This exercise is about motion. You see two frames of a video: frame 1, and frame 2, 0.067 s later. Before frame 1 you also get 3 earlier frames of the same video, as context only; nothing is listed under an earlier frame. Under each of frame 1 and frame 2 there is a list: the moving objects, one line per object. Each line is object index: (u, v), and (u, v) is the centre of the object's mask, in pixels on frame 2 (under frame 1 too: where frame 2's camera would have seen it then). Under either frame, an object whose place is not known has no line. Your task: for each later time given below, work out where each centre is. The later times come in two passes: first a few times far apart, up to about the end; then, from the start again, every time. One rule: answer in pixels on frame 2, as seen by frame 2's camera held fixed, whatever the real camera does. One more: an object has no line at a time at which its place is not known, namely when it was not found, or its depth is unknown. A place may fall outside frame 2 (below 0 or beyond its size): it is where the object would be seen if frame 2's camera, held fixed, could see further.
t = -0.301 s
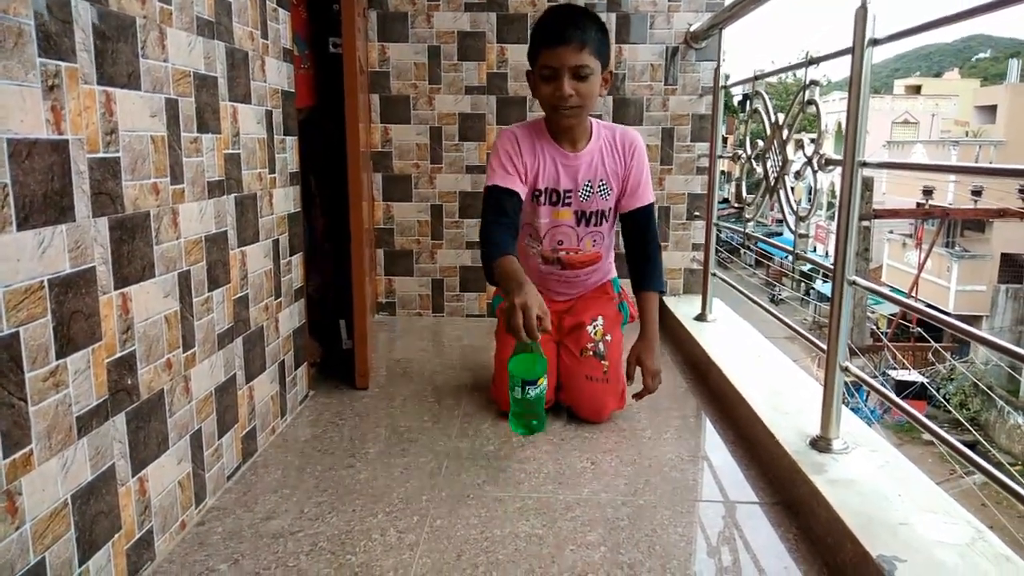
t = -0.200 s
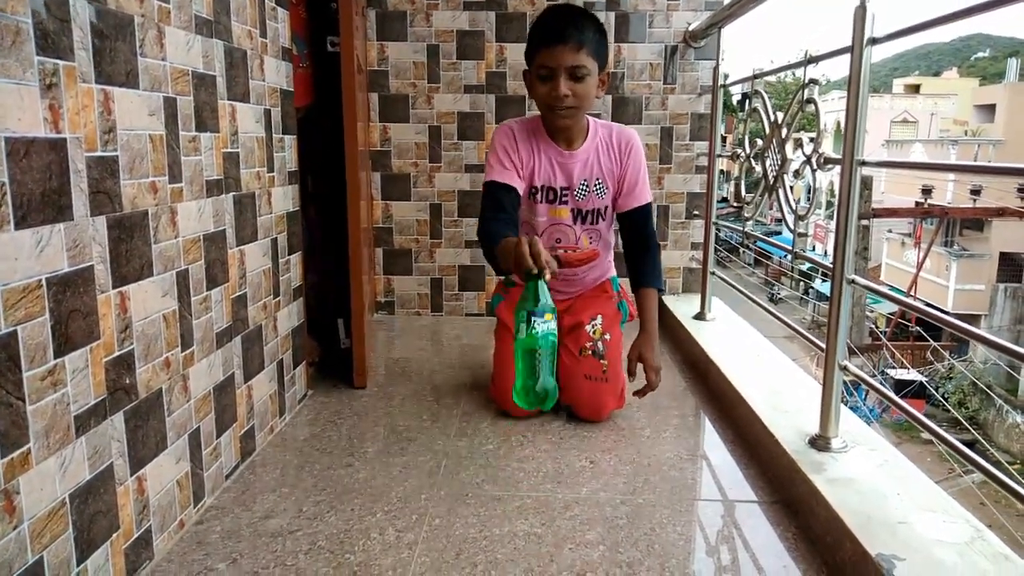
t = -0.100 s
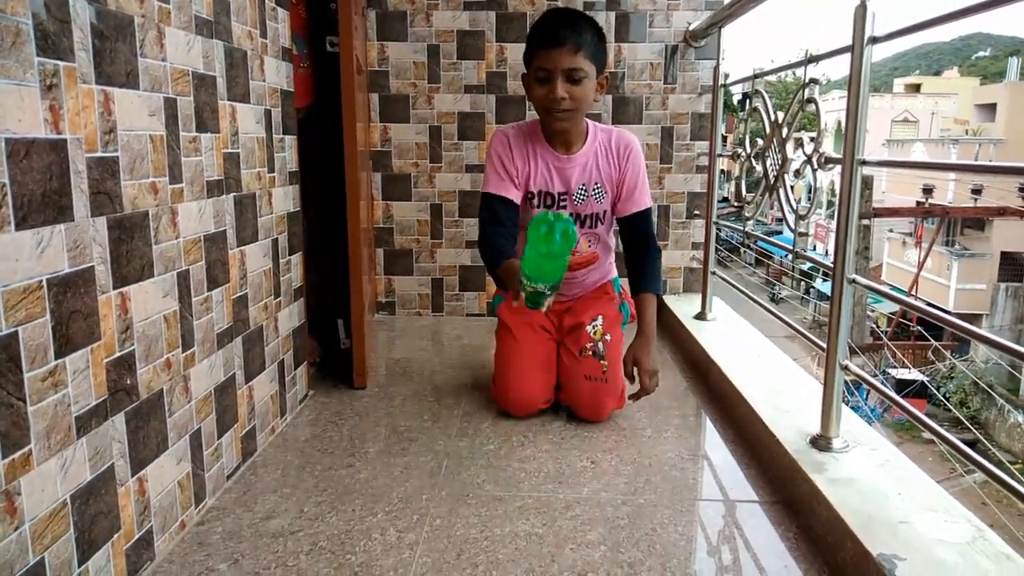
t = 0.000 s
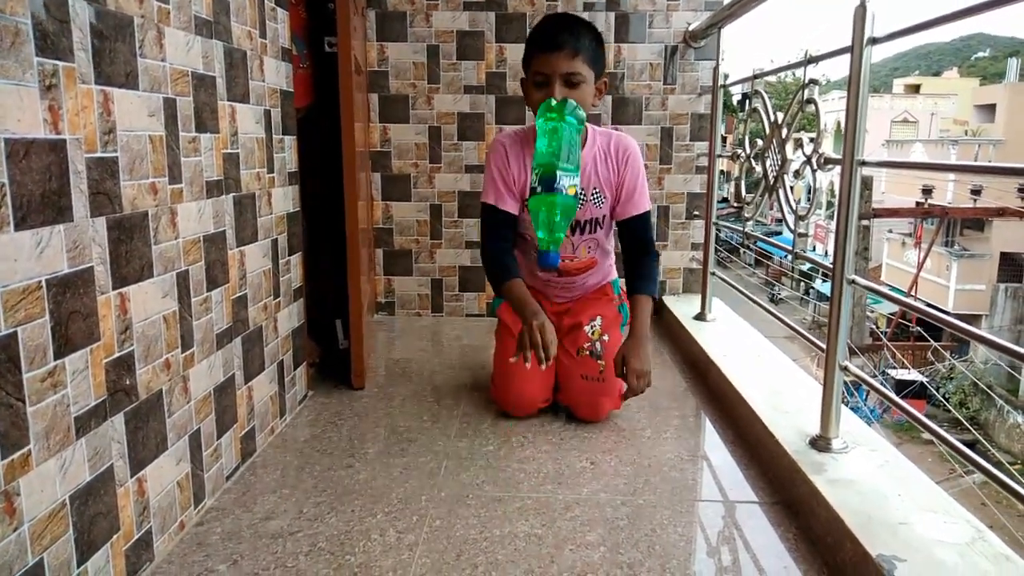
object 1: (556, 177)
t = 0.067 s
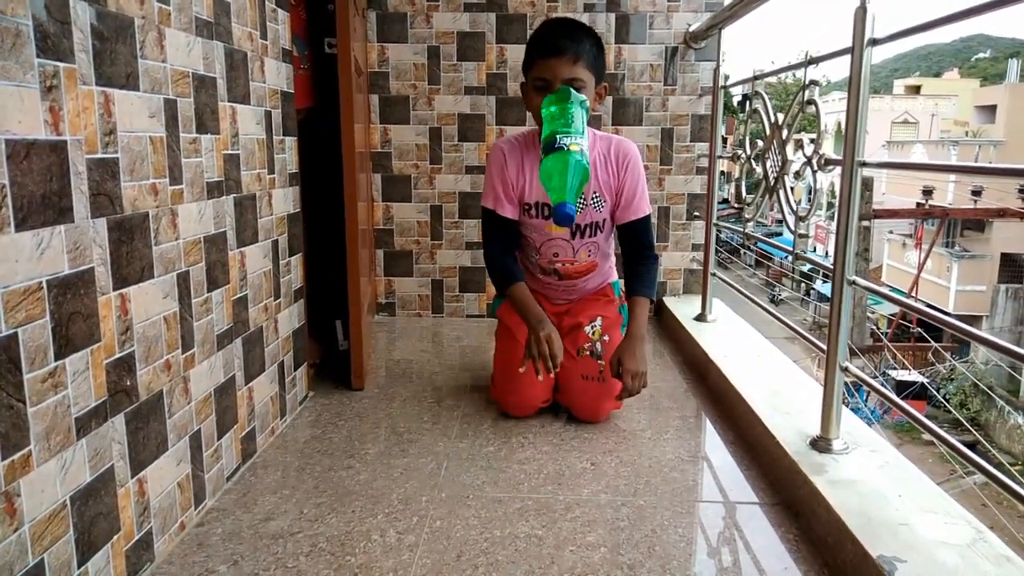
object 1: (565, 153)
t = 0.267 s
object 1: (580, 282)
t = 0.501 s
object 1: (605, 528)
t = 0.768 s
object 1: (615, 532)
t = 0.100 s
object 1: (568, 154)
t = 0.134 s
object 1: (571, 162)
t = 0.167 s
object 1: (574, 180)
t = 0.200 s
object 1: (577, 206)
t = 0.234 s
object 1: (578, 240)
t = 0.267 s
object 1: (580, 282)
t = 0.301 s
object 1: (582, 331)
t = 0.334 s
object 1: (584, 386)
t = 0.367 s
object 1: (585, 448)
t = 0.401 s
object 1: (588, 479)
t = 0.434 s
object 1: (594, 502)
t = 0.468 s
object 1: (599, 527)
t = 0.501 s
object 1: (605, 528)
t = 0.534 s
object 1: (608, 529)
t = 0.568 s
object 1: (611, 530)
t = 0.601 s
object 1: (613, 532)
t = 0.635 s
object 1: (616, 532)
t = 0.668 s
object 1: (617, 531)
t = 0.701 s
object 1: (617, 531)
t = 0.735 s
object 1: (616, 531)
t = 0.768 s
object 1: (615, 532)
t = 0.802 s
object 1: (613, 532)
